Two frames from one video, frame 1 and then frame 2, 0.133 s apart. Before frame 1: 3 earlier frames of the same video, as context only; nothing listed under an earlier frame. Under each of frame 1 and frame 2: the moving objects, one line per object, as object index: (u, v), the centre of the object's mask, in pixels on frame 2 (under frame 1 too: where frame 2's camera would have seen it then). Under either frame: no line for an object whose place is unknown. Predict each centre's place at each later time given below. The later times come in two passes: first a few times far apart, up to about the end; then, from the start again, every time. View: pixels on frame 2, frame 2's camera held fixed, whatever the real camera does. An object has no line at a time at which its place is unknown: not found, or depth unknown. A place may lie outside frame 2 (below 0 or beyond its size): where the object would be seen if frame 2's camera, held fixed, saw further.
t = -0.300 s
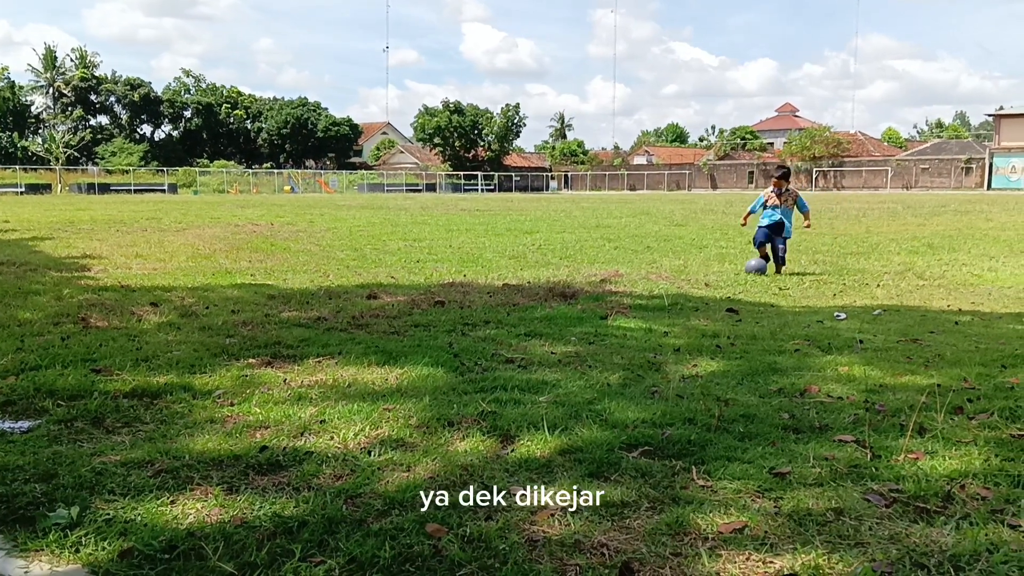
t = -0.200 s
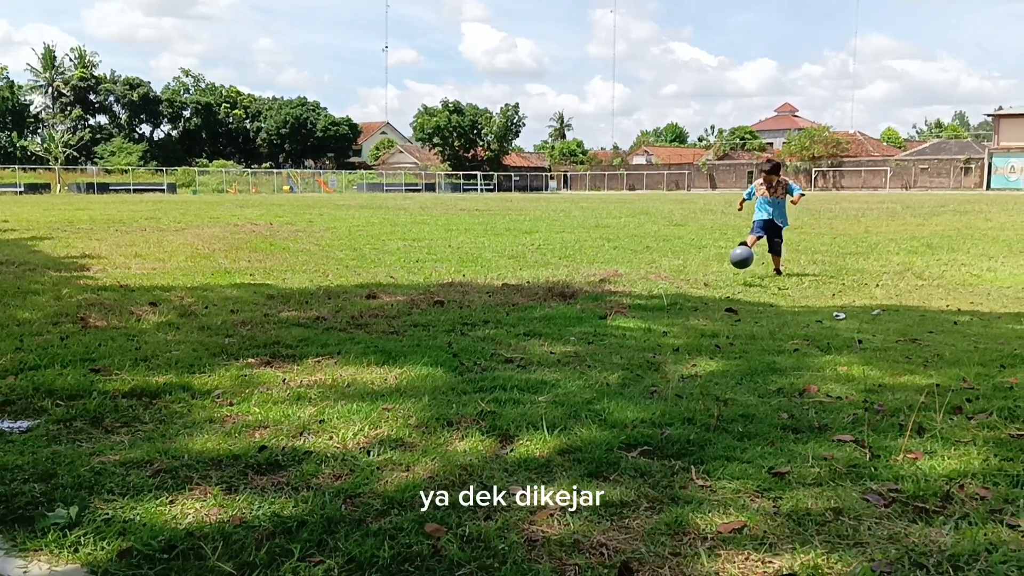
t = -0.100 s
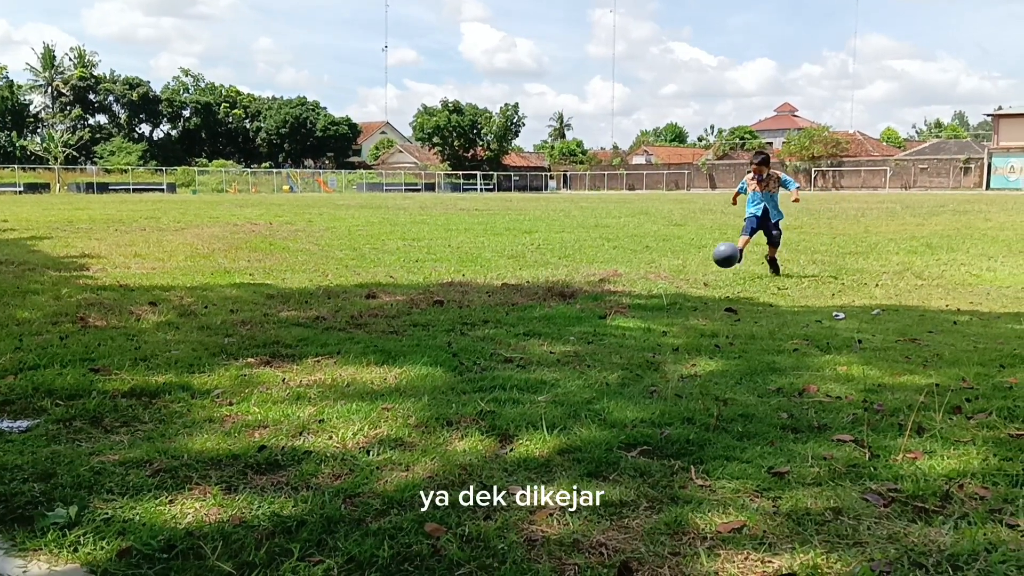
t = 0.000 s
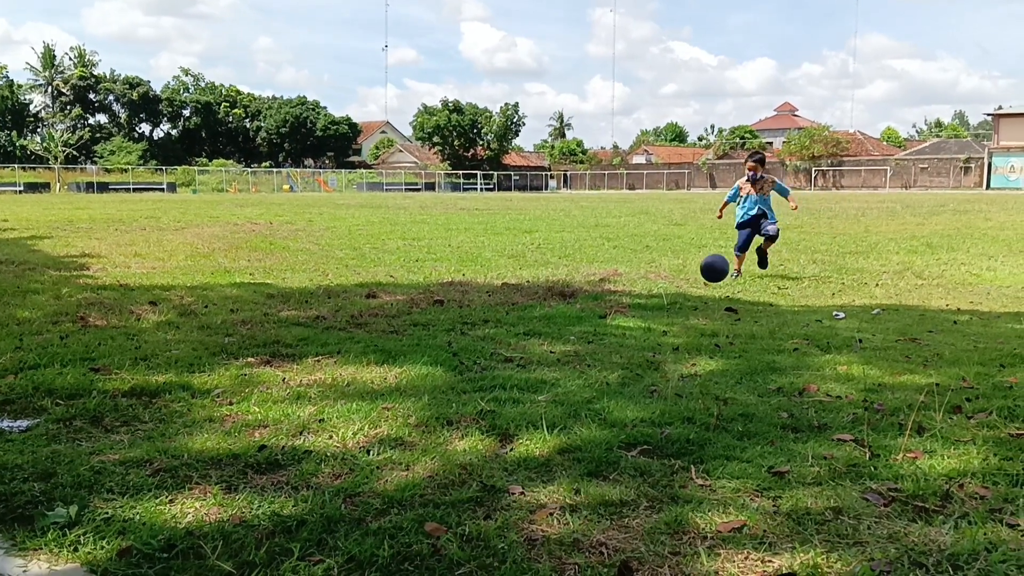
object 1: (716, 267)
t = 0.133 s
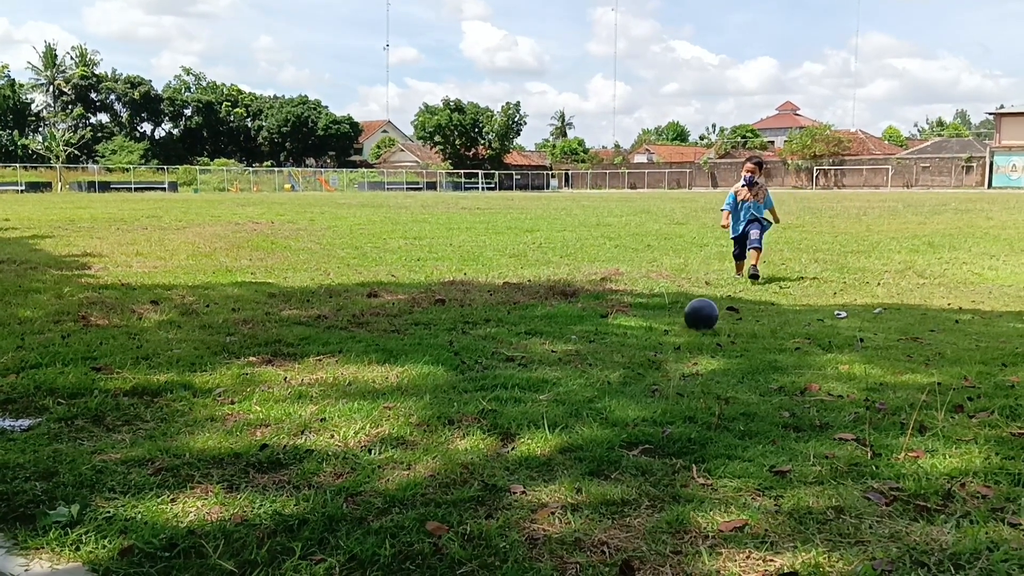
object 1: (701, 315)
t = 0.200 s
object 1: (701, 313)
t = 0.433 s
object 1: (700, 345)
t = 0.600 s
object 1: (710, 359)
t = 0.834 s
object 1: (738, 386)
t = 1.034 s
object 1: (769, 415)
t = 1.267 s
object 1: (808, 453)
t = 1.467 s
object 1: (845, 493)
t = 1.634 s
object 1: (877, 522)
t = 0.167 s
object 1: (701, 316)
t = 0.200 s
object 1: (701, 313)
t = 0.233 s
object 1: (701, 311)
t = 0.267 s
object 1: (701, 311)
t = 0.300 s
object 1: (701, 313)
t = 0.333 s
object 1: (701, 317)
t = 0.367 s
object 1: (701, 323)
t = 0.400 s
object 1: (701, 332)
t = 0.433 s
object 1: (700, 345)
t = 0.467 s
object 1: (701, 352)
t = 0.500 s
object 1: (703, 350)
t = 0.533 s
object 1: (705, 350)
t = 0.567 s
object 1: (708, 353)
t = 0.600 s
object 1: (710, 359)
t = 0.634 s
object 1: (712, 367)
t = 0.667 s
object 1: (715, 371)
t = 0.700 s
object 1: (719, 373)
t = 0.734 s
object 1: (724, 376)
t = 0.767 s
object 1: (729, 381)
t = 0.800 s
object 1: (733, 383)
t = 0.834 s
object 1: (738, 386)
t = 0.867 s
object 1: (743, 390)
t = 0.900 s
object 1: (747, 395)
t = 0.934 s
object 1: (752, 401)
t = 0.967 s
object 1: (757, 407)
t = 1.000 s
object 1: (764, 411)
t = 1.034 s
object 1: (769, 415)
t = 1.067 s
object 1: (775, 420)
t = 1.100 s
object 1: (780, 424)
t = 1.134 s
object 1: (784, 428)
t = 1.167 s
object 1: (789, 434)
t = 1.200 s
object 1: (795, 440)
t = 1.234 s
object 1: (801, 448)
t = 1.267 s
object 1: (808, 453)
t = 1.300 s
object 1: (815, 459)
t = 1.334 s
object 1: (823, 467)
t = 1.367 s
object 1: (829, 473)
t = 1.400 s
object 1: (834, 476)
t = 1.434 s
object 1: (840, 482)
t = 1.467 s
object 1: (845, 493)
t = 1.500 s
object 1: (850, 497)
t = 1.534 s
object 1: (856, 502)
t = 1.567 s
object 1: (862, 510)
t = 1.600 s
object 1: (870, 518)
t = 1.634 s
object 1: (877, 522)
